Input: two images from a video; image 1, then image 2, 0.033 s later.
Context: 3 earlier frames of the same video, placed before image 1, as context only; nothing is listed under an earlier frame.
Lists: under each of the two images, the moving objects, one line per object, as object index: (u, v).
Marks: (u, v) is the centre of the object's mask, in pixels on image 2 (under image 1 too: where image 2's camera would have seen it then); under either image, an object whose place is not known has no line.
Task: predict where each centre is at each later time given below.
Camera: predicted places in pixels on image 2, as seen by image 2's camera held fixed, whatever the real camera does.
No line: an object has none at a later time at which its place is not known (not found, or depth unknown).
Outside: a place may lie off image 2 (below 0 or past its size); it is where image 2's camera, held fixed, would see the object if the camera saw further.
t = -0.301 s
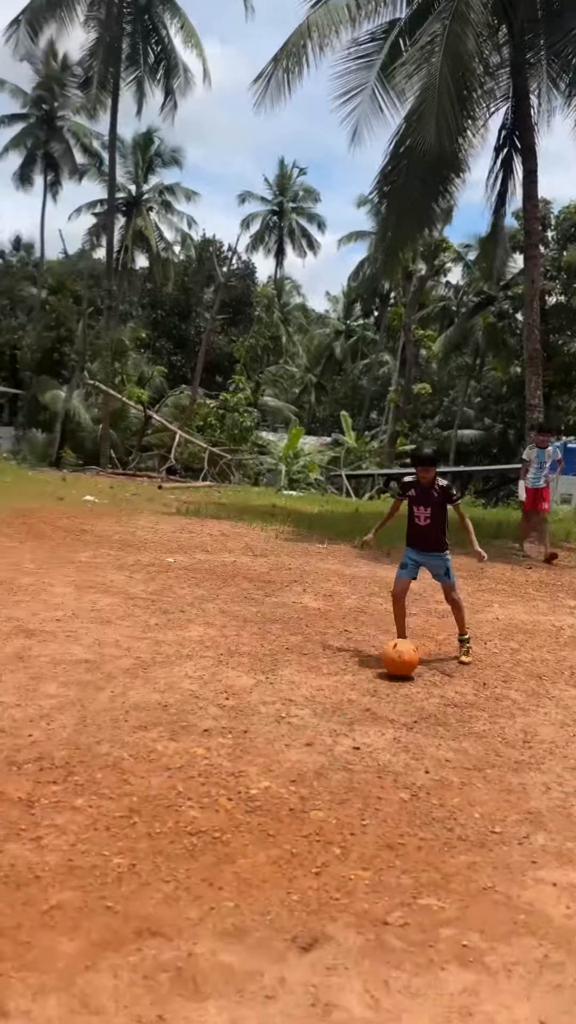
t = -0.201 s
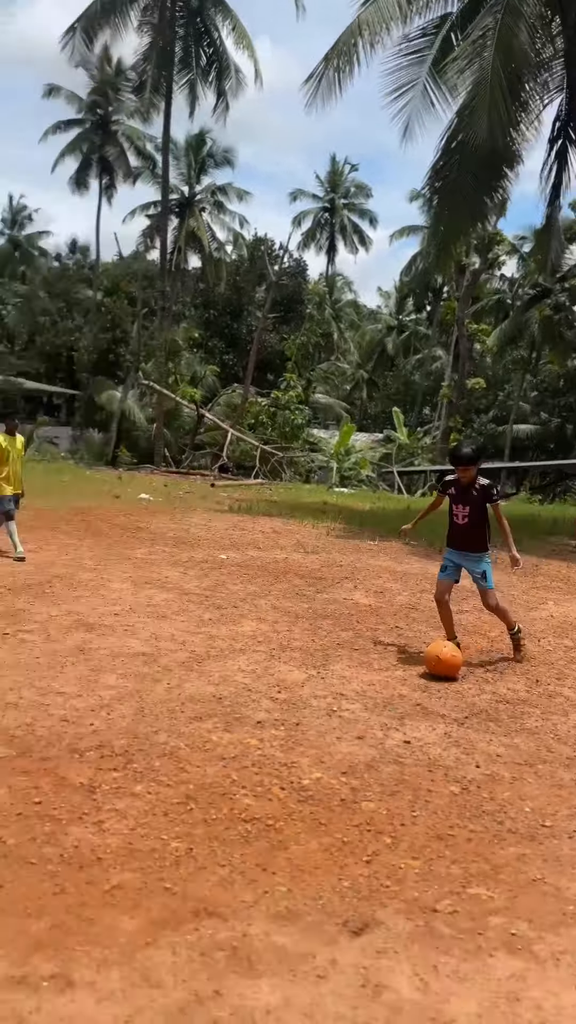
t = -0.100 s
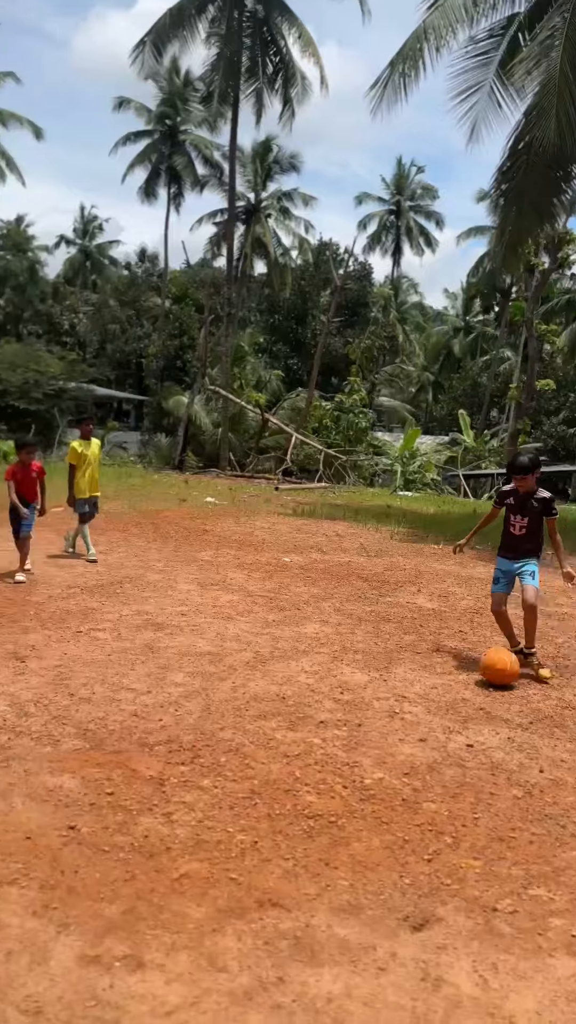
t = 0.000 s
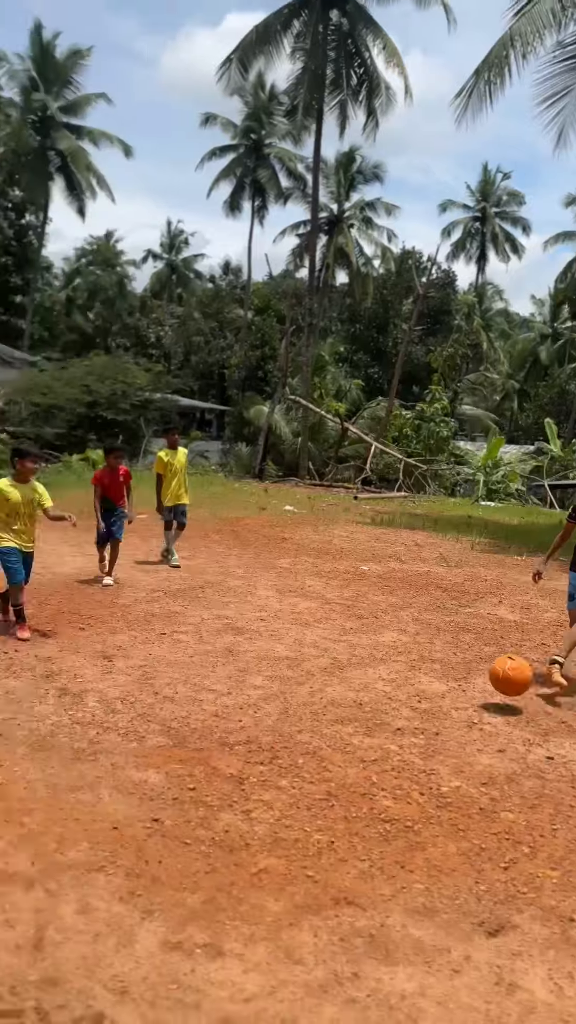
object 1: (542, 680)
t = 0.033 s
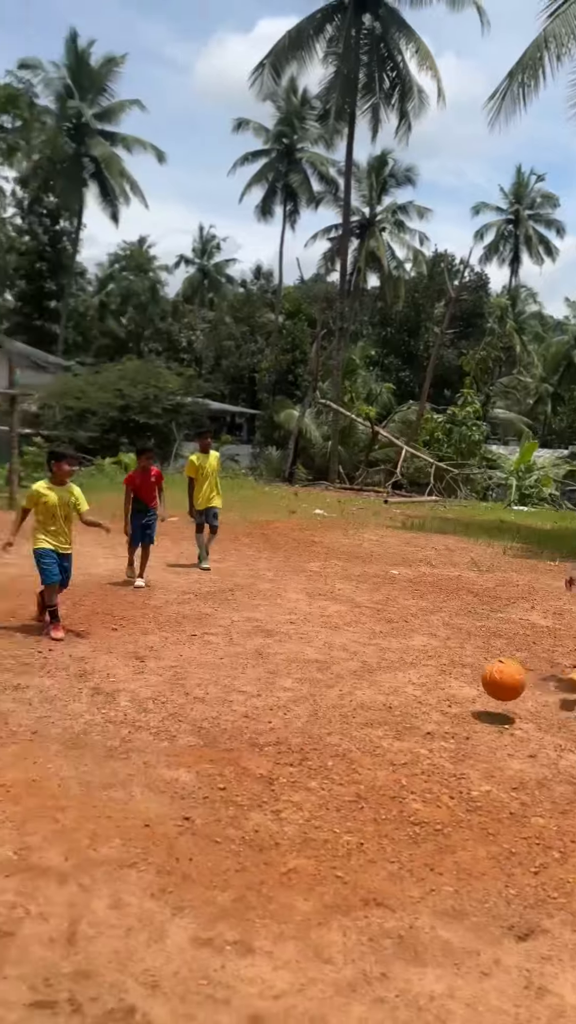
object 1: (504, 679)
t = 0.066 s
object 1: (464, 681)
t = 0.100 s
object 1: (422, 685)
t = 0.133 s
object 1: (378, 691)
